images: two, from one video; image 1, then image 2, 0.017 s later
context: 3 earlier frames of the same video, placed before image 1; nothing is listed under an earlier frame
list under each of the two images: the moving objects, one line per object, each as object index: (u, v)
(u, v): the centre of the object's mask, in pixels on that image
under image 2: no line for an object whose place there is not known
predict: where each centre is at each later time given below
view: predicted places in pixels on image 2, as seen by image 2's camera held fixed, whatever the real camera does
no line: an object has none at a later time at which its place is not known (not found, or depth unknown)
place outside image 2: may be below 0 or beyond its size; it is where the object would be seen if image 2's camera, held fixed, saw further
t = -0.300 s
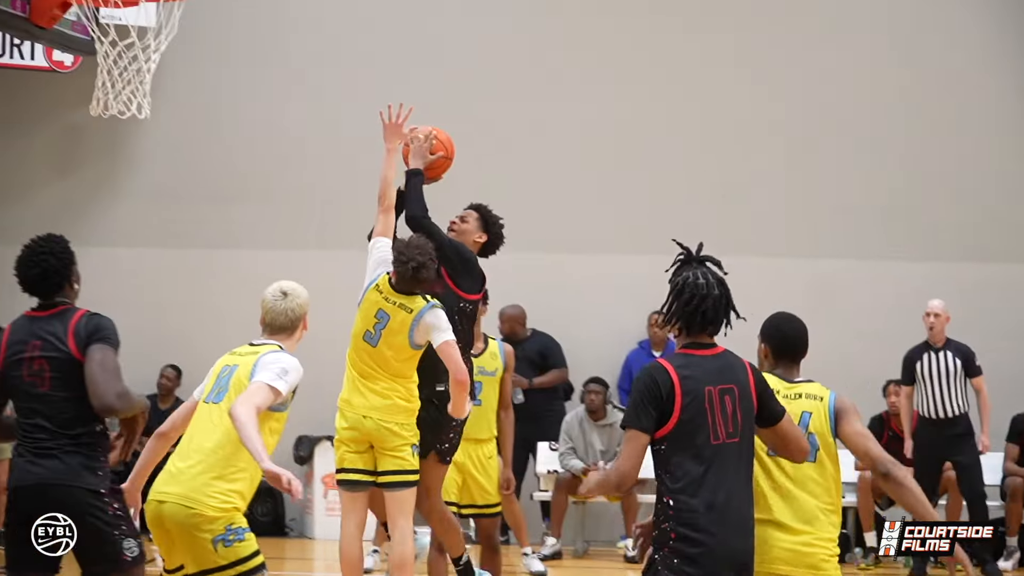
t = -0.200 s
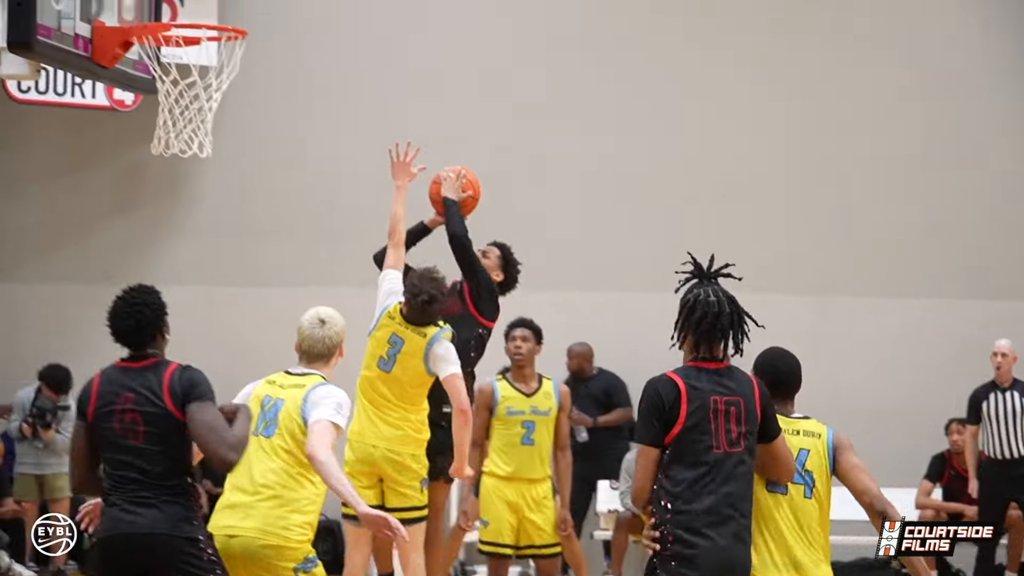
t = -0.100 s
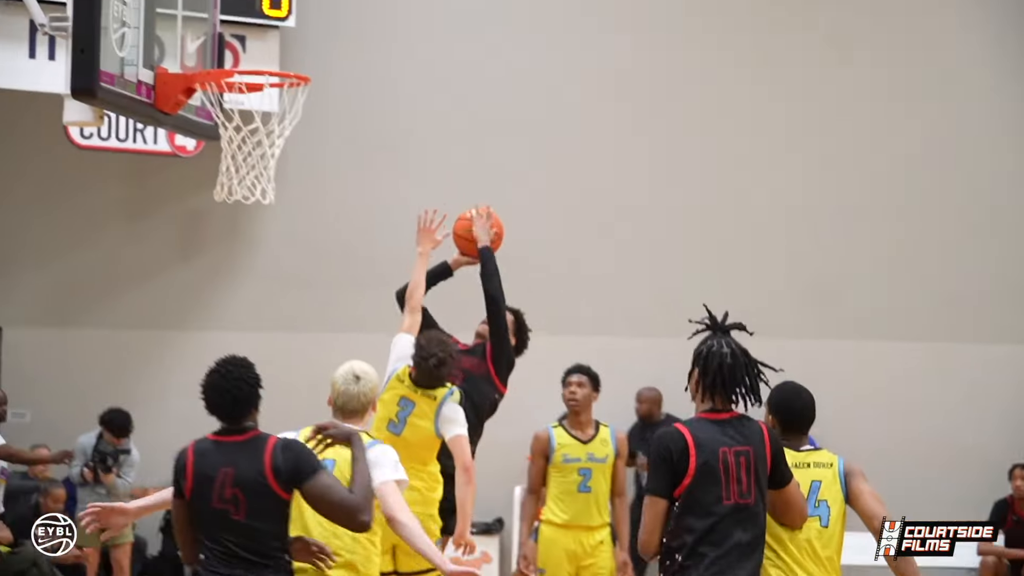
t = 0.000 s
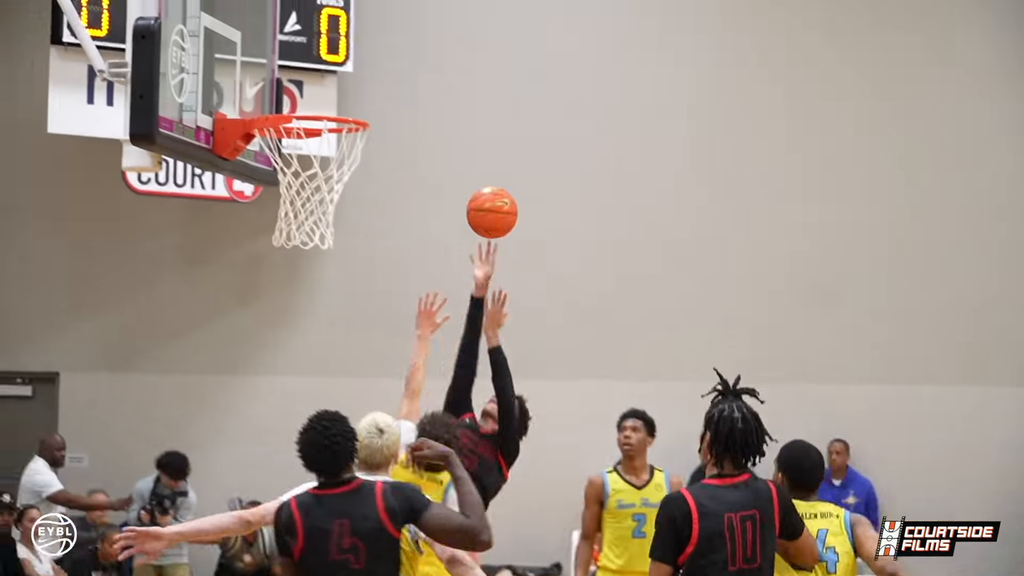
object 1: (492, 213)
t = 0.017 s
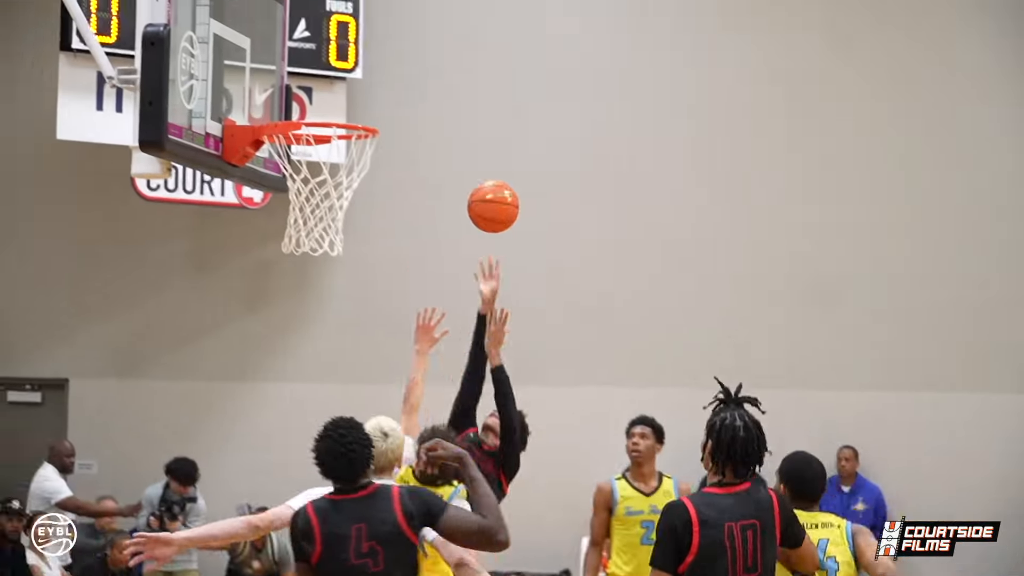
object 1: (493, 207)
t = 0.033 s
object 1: (484, 193)
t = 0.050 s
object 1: (474, 181)
